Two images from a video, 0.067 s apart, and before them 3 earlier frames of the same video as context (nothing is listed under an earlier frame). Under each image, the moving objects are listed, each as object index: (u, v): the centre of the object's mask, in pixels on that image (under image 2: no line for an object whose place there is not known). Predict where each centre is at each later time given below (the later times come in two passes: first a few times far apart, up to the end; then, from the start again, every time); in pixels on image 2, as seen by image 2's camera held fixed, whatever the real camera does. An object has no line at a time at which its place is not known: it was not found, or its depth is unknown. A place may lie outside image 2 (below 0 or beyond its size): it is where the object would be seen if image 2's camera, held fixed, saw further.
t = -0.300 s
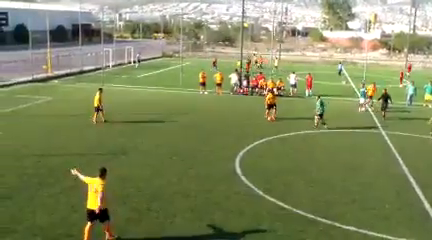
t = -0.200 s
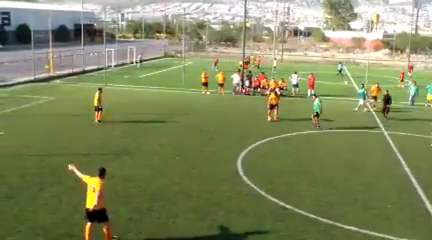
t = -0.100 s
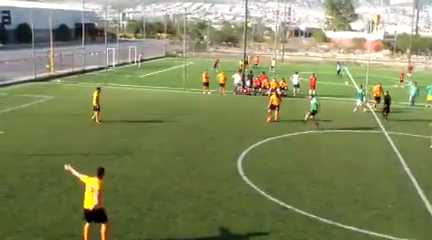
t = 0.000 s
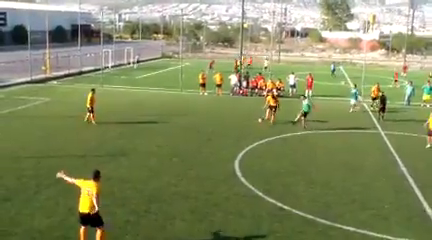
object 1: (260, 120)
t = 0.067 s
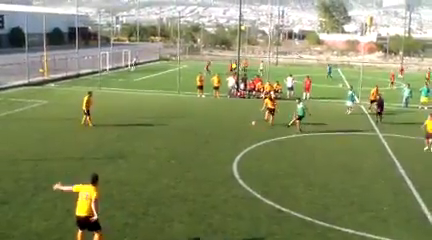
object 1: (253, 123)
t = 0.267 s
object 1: (237, 133)
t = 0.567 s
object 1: (203, 174)
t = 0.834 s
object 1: (175, 188)
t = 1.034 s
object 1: (145, 220)
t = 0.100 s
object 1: (251, 124)
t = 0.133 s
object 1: (249, 125)
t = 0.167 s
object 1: (246, 127)
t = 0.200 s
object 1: (243, 128)
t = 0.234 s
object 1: (240, 130)
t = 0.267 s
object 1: (237, 133)
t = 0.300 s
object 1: (234, 136)
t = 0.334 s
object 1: (231, 139)
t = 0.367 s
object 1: (227, 142)
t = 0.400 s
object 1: (224, 146)
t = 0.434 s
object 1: (220, 151)
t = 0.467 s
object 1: (216, 156)
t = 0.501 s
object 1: (211, 161)
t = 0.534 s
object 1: (207, 168)
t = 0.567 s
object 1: (203, 174)
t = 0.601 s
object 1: (200, 175)
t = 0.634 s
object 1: (196, 176)
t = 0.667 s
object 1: (194, 176)
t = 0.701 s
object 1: (191, 177)
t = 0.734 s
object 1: (187, 180)
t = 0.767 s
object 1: (184, 182)
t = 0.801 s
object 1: (180, 185)
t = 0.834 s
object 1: (175, 188)
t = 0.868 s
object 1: (171, 192)
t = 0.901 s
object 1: (166, 196)
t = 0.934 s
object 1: (161, 201)
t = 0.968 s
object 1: (156, 207)
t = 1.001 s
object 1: (151, 214)
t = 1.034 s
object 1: (145, 220)
